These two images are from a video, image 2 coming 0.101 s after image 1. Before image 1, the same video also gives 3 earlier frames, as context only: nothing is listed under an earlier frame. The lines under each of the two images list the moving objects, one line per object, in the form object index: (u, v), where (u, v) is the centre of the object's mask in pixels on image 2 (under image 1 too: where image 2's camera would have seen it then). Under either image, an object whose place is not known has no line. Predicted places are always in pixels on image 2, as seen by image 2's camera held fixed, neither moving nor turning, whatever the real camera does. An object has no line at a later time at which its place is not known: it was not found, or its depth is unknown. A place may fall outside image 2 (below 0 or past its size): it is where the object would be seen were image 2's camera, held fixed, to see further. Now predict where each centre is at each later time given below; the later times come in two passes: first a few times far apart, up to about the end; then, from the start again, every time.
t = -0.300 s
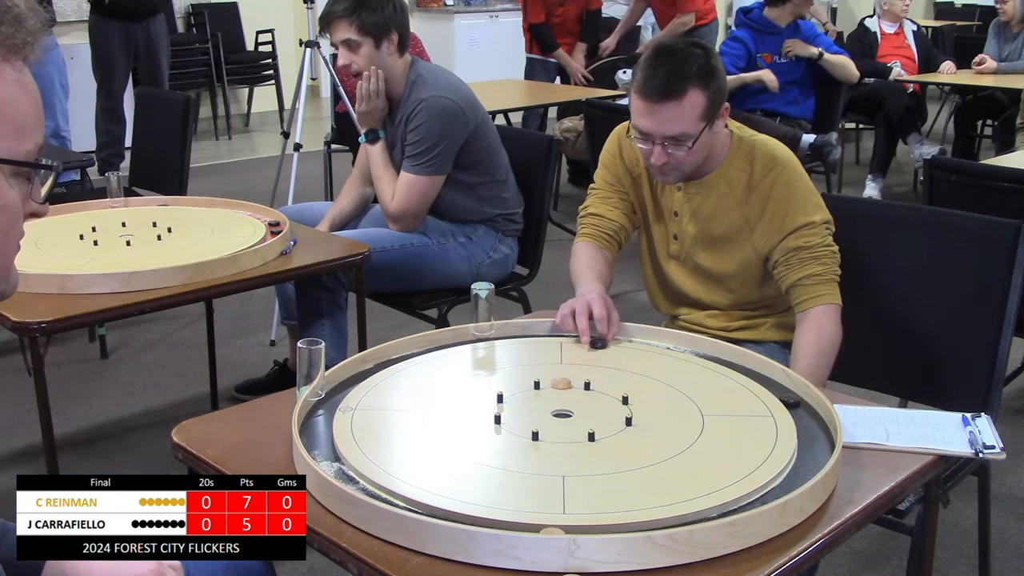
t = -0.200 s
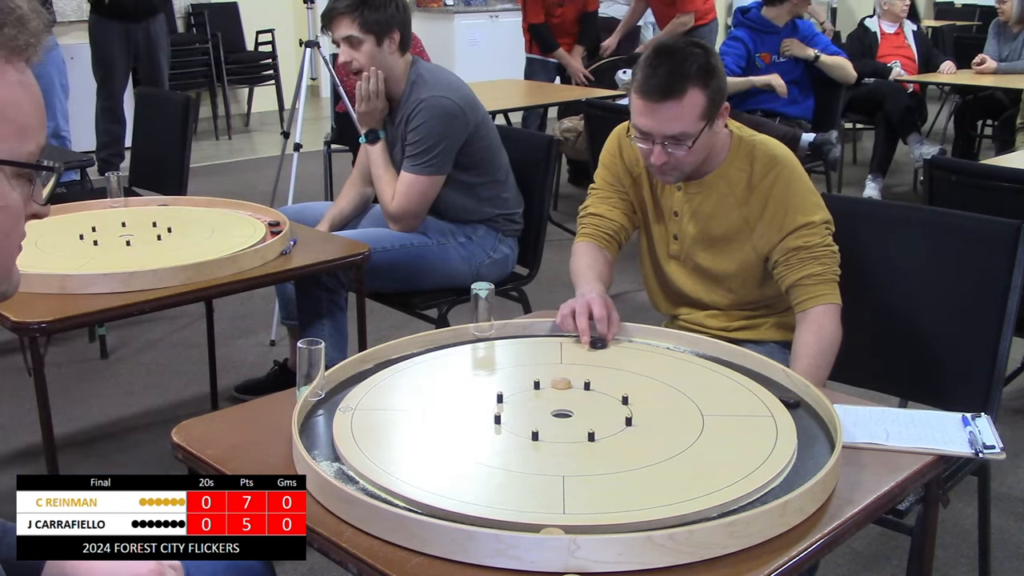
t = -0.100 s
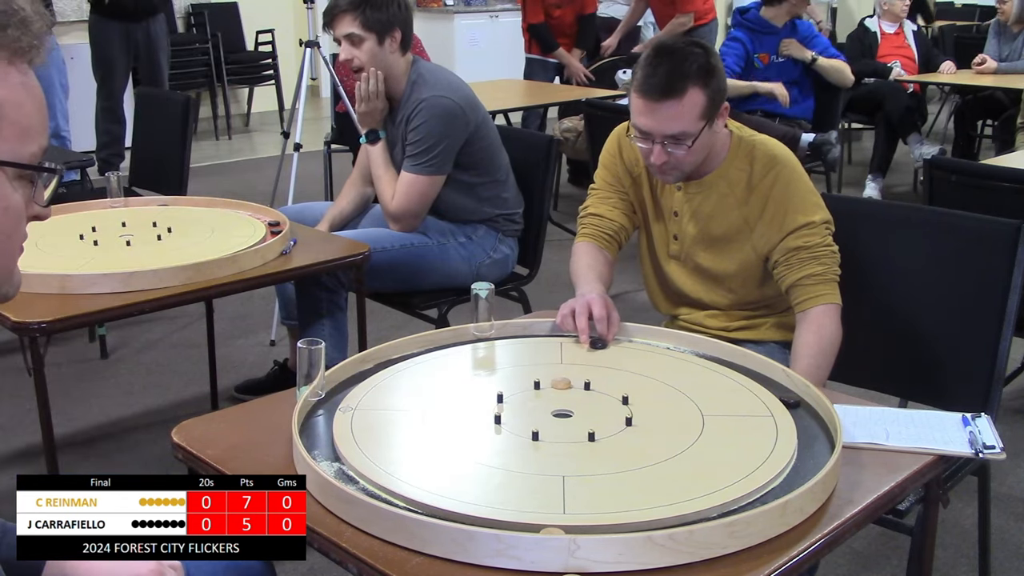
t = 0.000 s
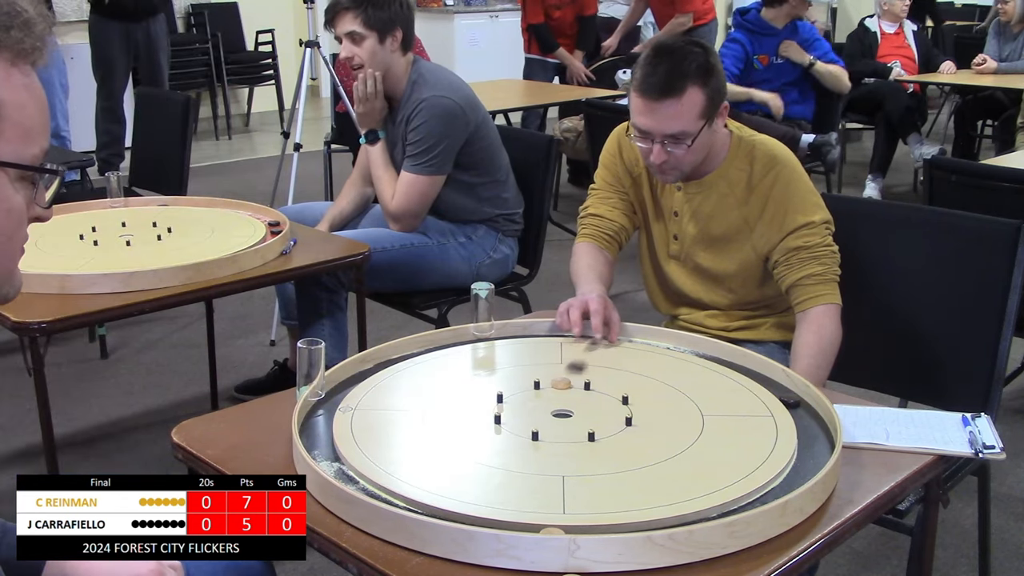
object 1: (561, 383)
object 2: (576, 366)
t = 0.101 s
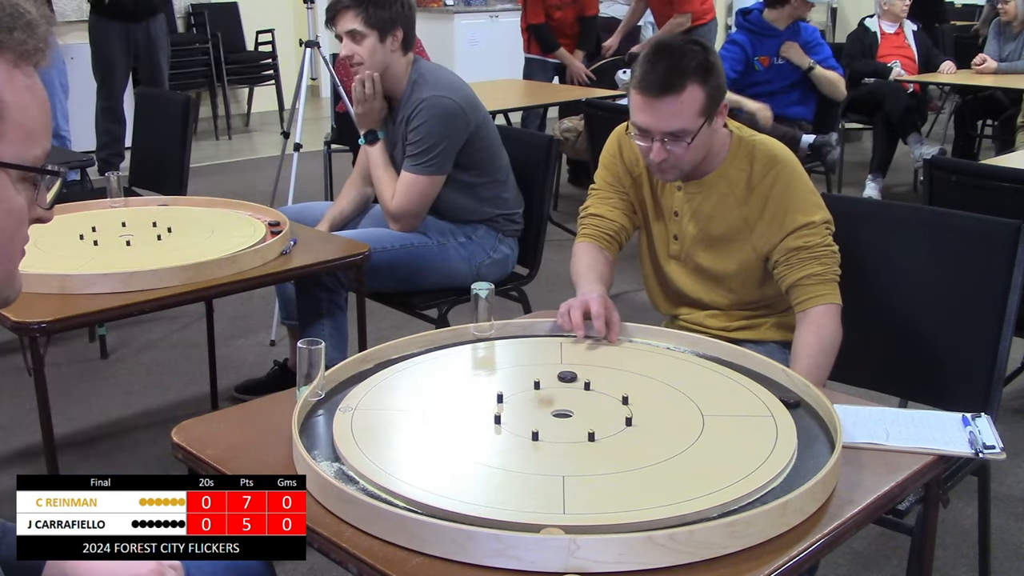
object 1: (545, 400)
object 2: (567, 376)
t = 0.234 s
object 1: (511, 430)
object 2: (567, 376)
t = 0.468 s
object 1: (460, 482)
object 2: (567, 376)
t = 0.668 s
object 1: (428, 511)
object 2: (567, 376)
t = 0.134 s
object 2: (567, 376)
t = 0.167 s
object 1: (527, 416)
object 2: (567, 376)
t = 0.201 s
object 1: (520, 424)
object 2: (567, 376)
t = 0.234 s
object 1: (511, 430)
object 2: (567, 376)
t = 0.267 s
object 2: (567, 376)
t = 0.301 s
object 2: (567, 376)
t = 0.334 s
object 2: (567, 376)
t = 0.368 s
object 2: (567, 376)
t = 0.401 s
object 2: (567, 376)
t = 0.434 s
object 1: (467, 475)
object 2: (567, 376)
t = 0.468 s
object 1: (460, 482)
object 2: (567, 376)
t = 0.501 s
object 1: (453, 487)
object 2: (567, 376)
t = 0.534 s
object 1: (448, 491)
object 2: (567, 376)
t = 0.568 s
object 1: (442, 496)
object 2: (567, 376)
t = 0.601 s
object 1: (436, 501)
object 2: (567, 376)
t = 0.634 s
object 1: (431, 505)
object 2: (567, 376)
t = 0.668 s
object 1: (428, 511)
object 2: (567, 376)
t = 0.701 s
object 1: (427, 513)
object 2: (567, 376)
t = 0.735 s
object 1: (426, 515)
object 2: (567, 376)
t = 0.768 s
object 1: (427, 516)
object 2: (567, 376)
